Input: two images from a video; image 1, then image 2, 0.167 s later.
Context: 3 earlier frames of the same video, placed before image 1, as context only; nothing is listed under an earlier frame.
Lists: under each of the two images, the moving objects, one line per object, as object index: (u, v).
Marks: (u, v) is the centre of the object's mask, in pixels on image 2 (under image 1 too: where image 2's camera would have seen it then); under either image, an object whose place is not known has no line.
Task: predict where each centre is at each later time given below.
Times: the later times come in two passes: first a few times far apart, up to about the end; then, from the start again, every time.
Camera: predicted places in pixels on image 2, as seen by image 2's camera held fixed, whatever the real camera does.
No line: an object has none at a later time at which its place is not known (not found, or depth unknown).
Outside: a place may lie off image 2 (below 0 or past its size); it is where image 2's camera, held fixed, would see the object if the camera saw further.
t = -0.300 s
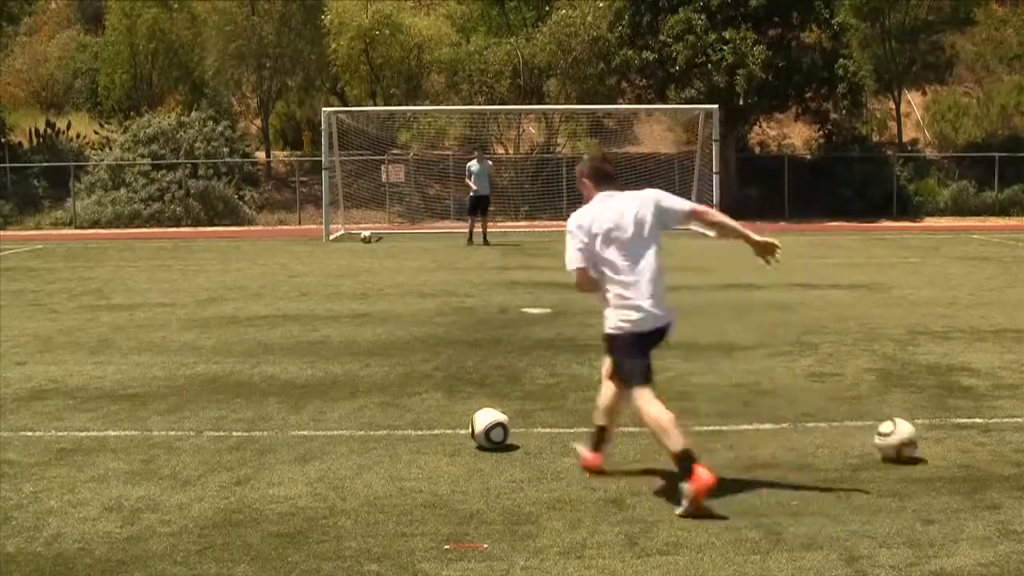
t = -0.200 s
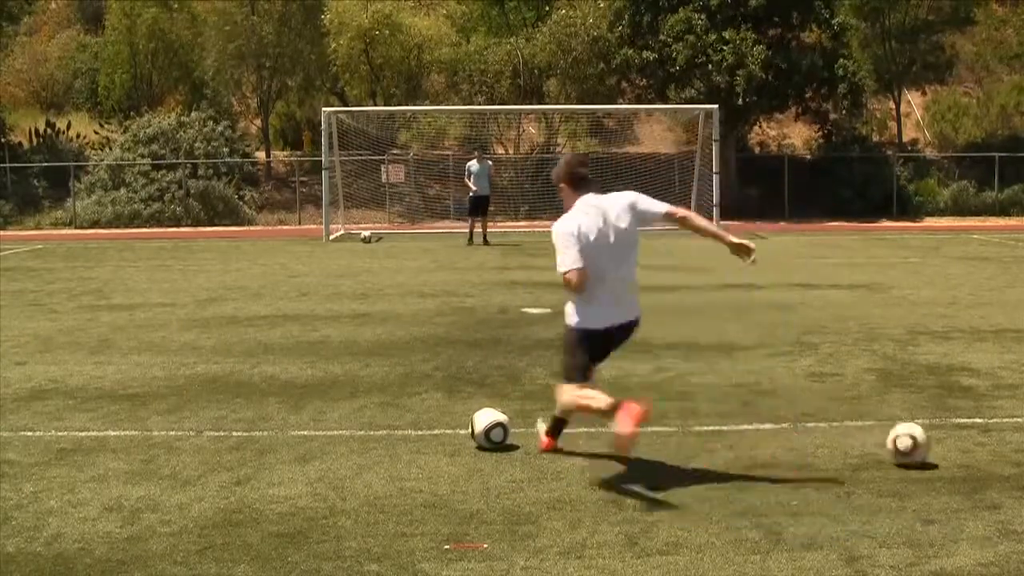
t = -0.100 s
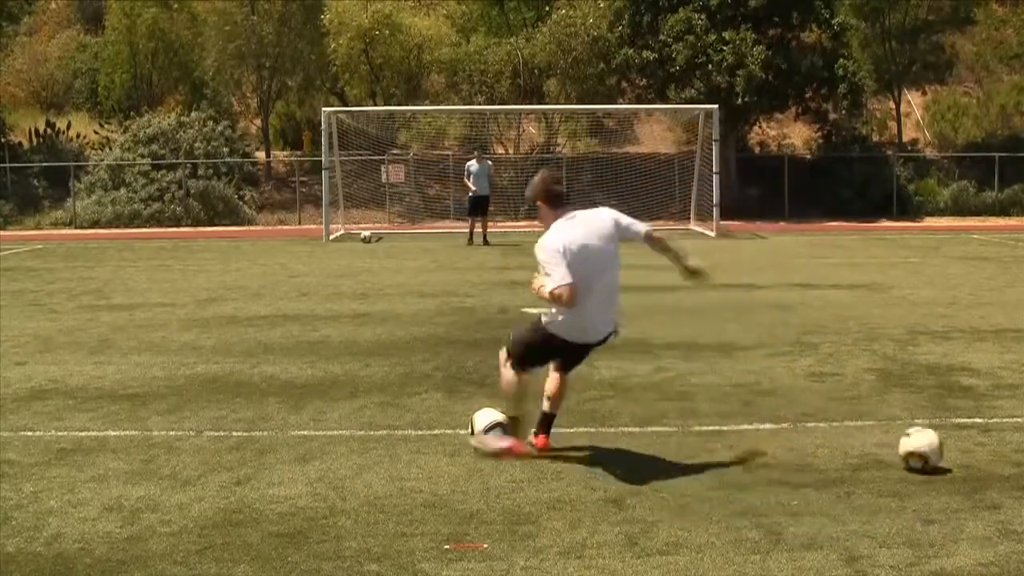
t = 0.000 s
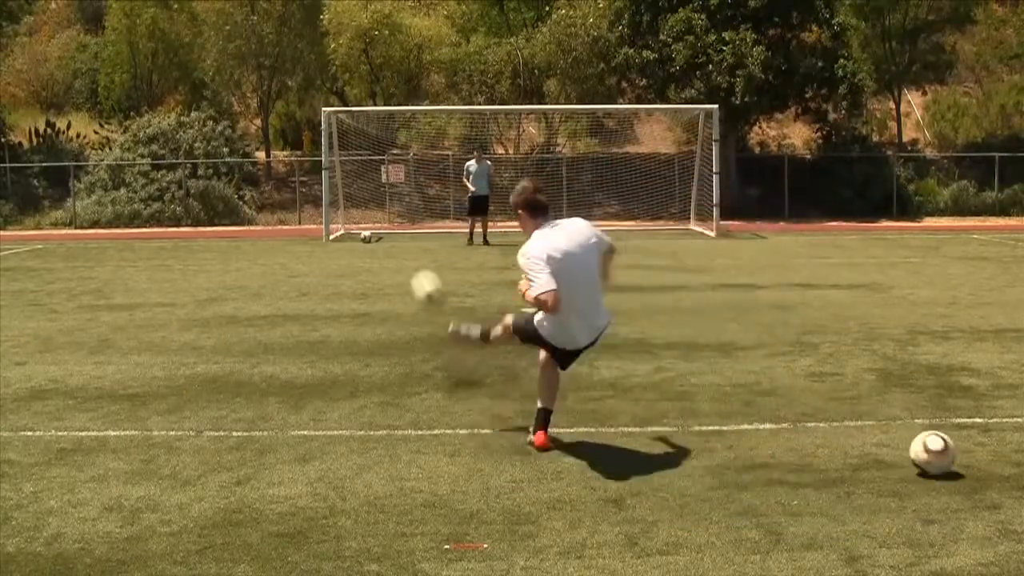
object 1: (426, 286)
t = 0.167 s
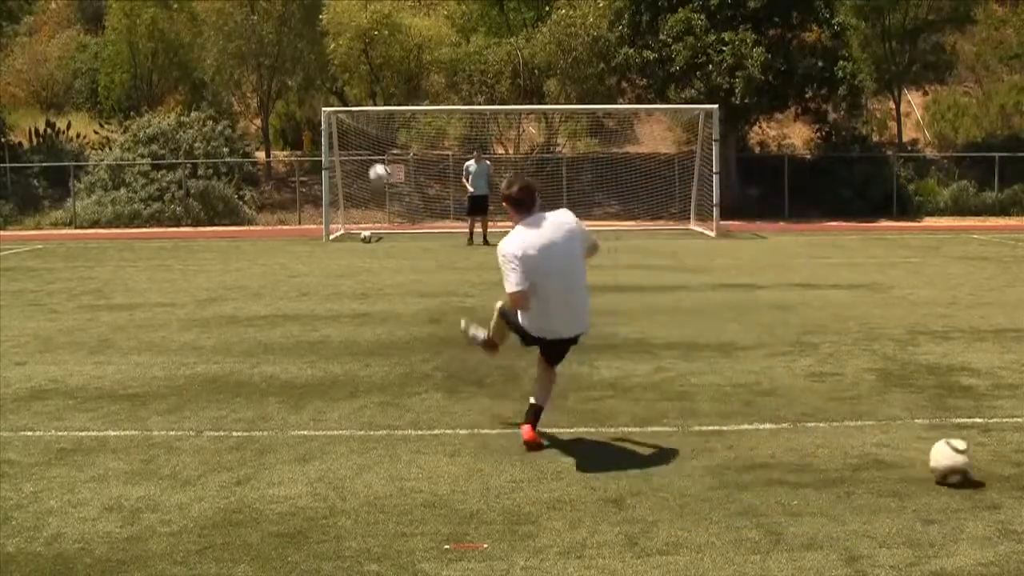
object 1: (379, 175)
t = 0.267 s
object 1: (365, 146)
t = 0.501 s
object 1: (353, 133)
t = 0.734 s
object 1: (356, 155)
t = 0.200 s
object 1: (374, 166)
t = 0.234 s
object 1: (369, 155)
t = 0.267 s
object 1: (365, 146)
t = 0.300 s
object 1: (362, 141)
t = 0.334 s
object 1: (359, 135)
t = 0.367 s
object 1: (358, 133)
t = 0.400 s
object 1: (356, 131)
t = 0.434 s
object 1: (355, 132)
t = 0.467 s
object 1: (354, 133)
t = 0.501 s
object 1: (353, 133)
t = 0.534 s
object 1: (353, 134)
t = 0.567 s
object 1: (353, 136)
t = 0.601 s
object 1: (354, 140)
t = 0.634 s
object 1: (354, 144)
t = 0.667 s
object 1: (355, 147)
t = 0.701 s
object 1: (355, 151)
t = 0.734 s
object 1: (356, 155)
